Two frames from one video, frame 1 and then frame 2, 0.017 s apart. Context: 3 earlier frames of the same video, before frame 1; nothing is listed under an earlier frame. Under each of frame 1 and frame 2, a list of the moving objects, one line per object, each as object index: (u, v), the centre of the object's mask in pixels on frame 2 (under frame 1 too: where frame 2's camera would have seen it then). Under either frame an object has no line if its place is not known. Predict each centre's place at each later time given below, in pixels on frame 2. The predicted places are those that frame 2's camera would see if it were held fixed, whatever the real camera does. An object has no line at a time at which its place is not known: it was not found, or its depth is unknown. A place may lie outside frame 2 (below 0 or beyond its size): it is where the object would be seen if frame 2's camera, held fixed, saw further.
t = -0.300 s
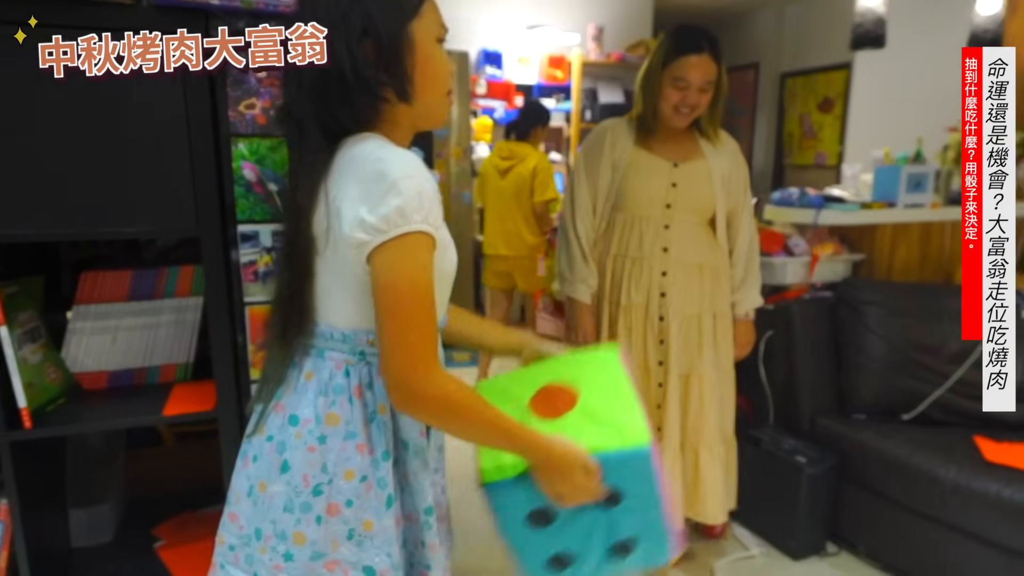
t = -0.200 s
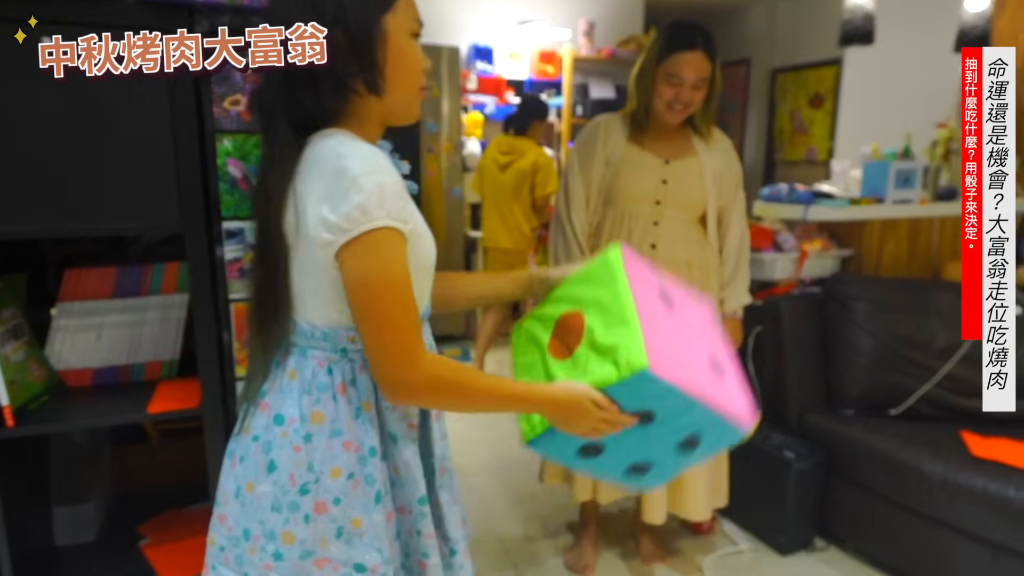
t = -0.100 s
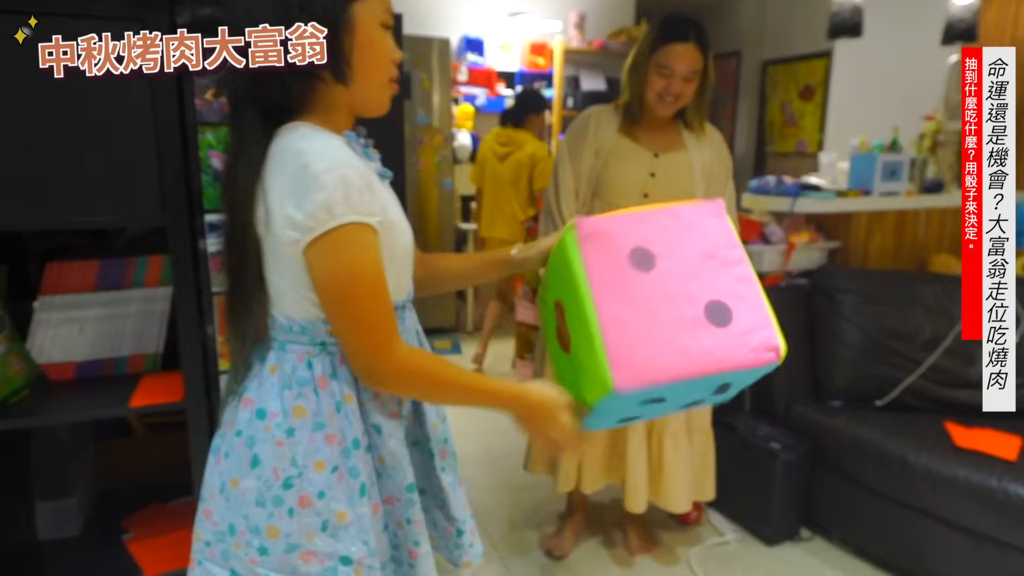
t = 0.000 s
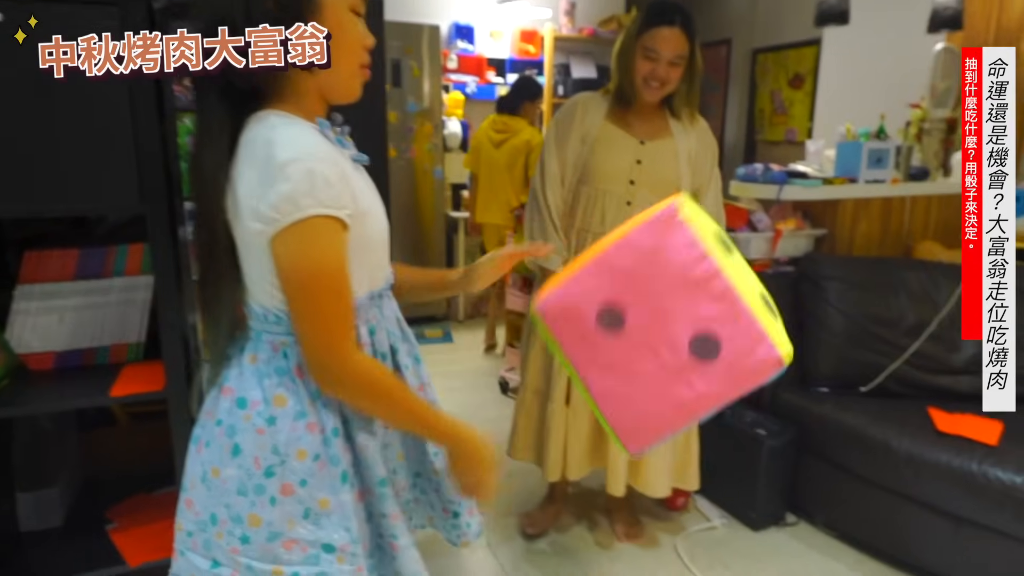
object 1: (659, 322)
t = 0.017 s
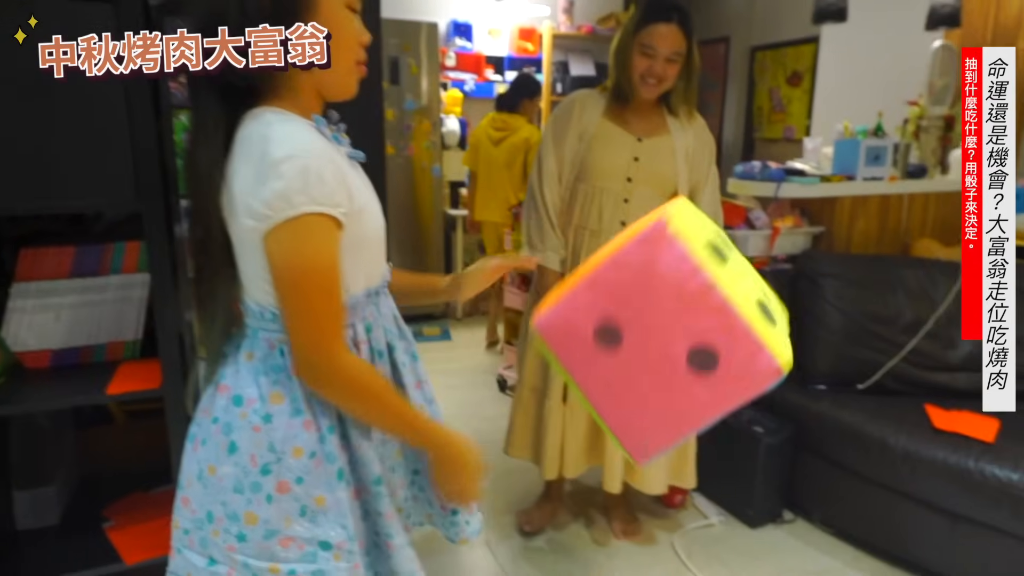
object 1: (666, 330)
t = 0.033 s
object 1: (675, 339)
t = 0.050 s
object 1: (682, 347)
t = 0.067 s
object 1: (690, 356)
